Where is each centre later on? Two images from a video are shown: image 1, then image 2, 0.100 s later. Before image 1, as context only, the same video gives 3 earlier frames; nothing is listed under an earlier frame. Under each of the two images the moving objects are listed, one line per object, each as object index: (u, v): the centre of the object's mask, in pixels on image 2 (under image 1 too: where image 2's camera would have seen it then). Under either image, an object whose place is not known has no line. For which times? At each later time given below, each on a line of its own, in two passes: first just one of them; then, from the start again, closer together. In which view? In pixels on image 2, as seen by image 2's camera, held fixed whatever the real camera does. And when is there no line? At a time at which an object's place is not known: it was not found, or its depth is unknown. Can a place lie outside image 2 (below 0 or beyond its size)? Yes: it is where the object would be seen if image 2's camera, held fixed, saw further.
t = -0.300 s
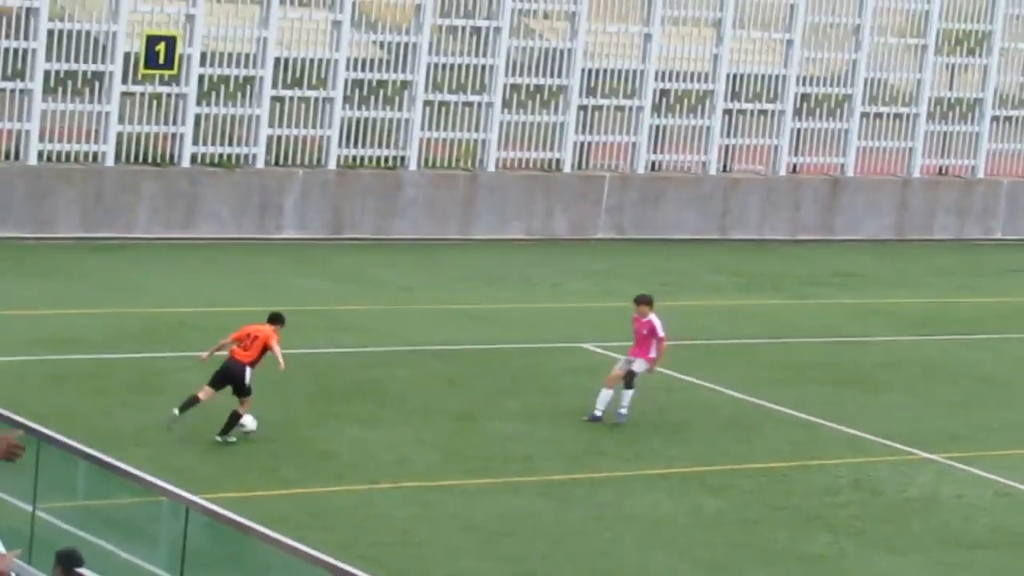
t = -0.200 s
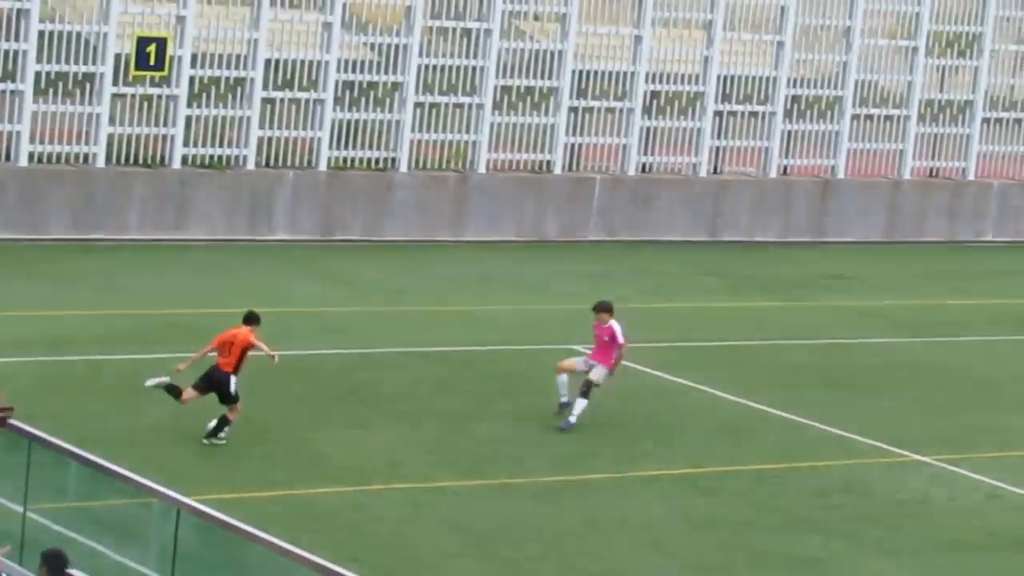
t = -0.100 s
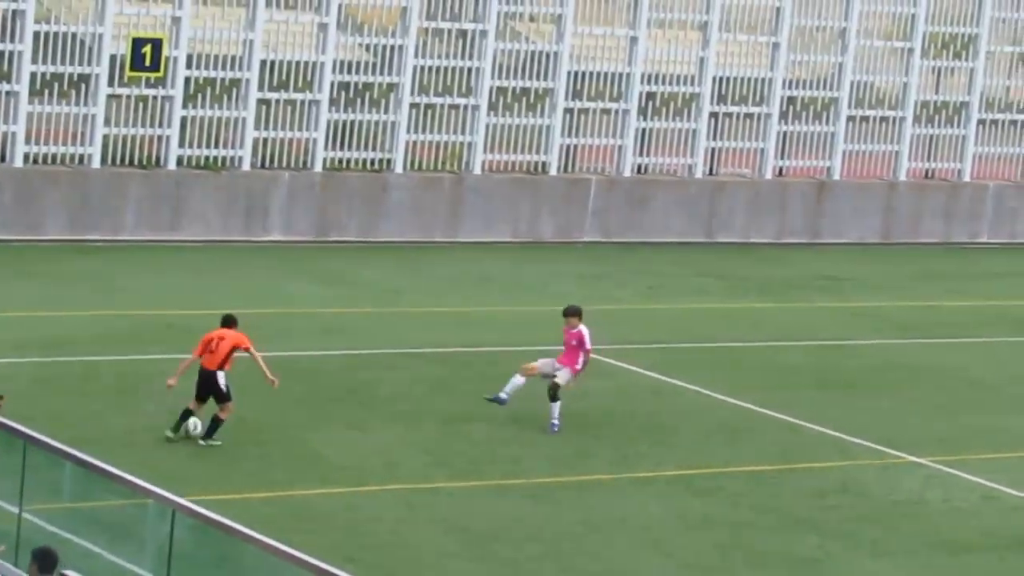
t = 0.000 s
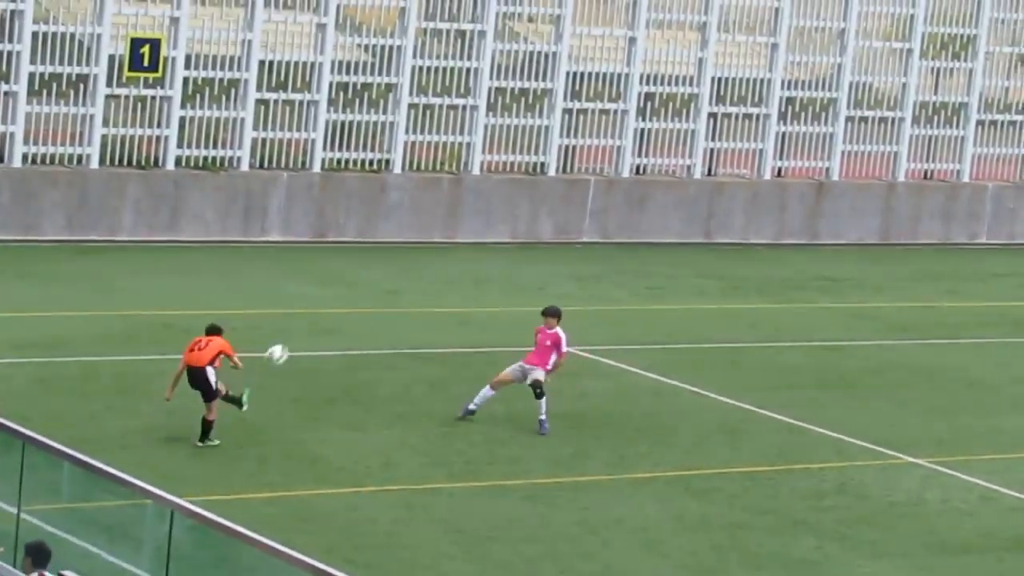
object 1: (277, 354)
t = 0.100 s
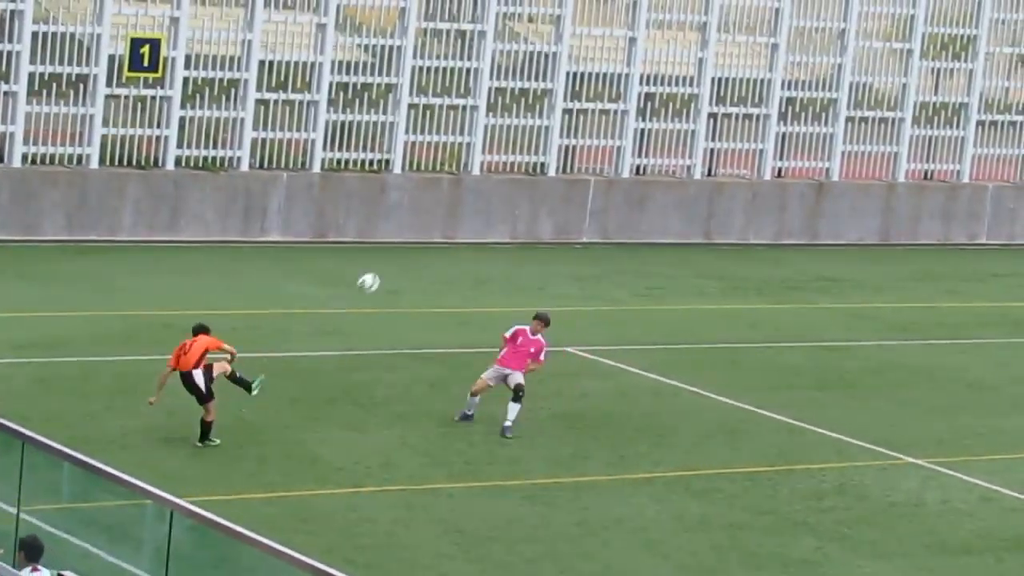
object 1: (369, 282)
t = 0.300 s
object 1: (528, 164)
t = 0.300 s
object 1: (528, 164)
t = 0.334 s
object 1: (552, 149)
